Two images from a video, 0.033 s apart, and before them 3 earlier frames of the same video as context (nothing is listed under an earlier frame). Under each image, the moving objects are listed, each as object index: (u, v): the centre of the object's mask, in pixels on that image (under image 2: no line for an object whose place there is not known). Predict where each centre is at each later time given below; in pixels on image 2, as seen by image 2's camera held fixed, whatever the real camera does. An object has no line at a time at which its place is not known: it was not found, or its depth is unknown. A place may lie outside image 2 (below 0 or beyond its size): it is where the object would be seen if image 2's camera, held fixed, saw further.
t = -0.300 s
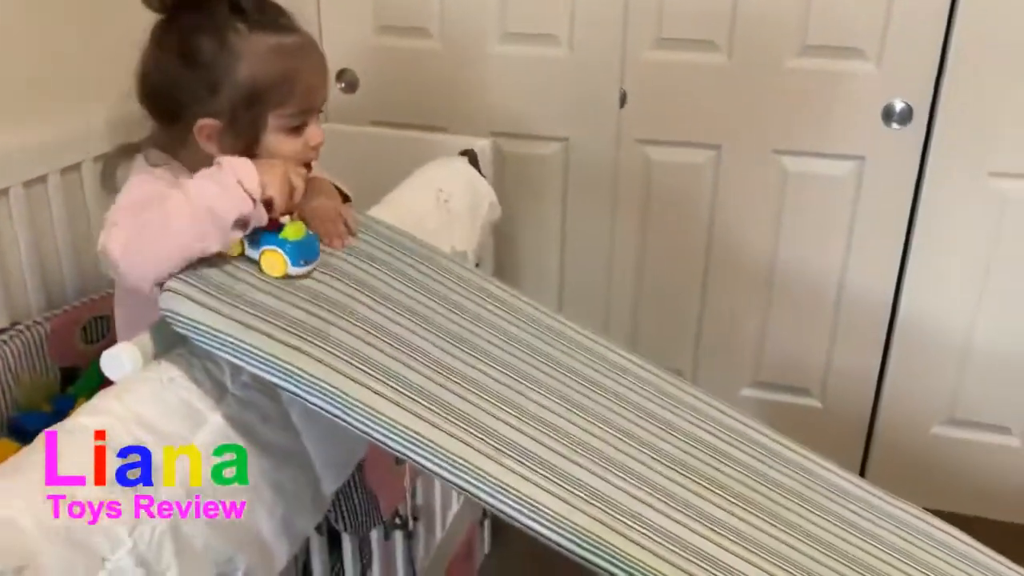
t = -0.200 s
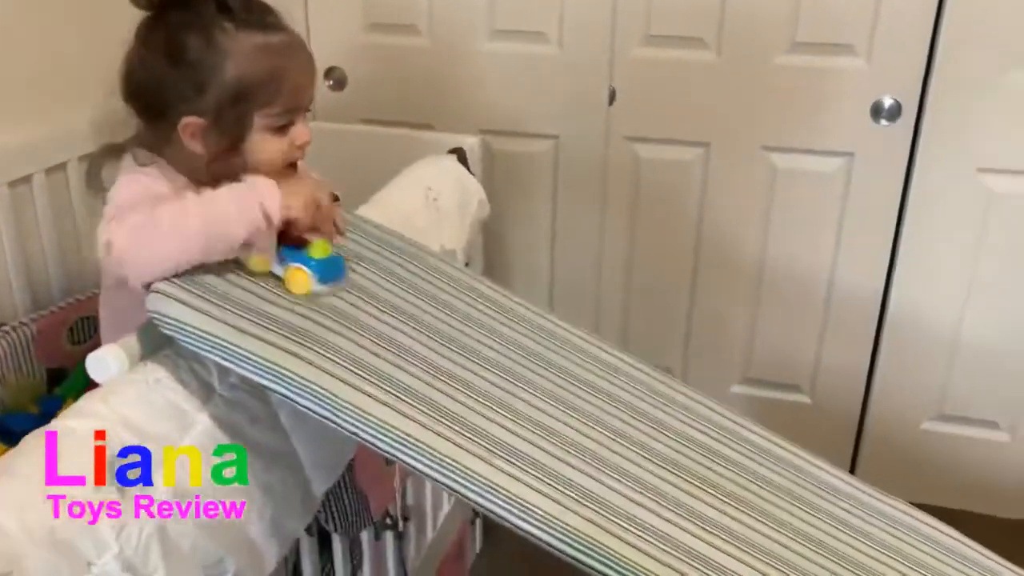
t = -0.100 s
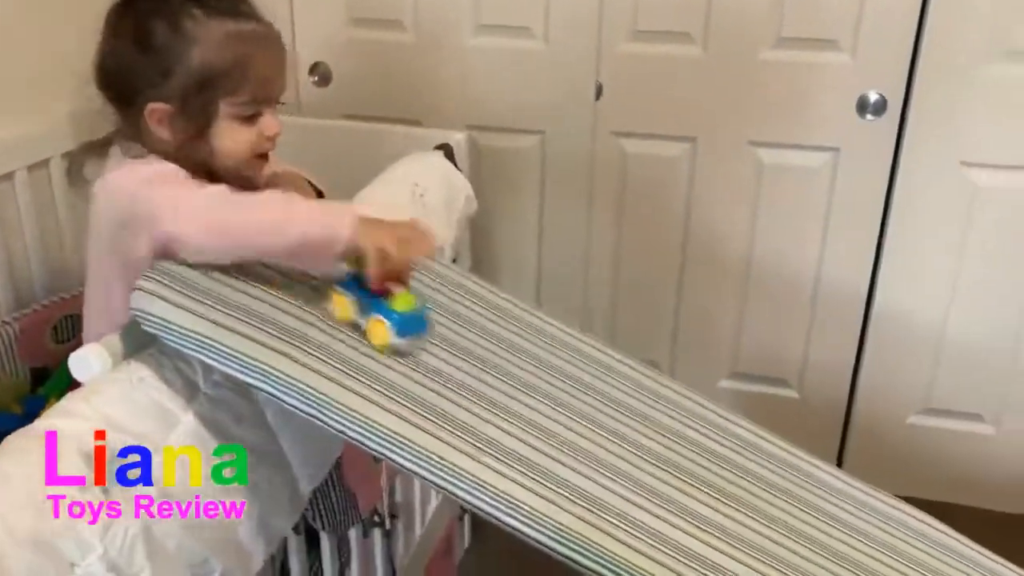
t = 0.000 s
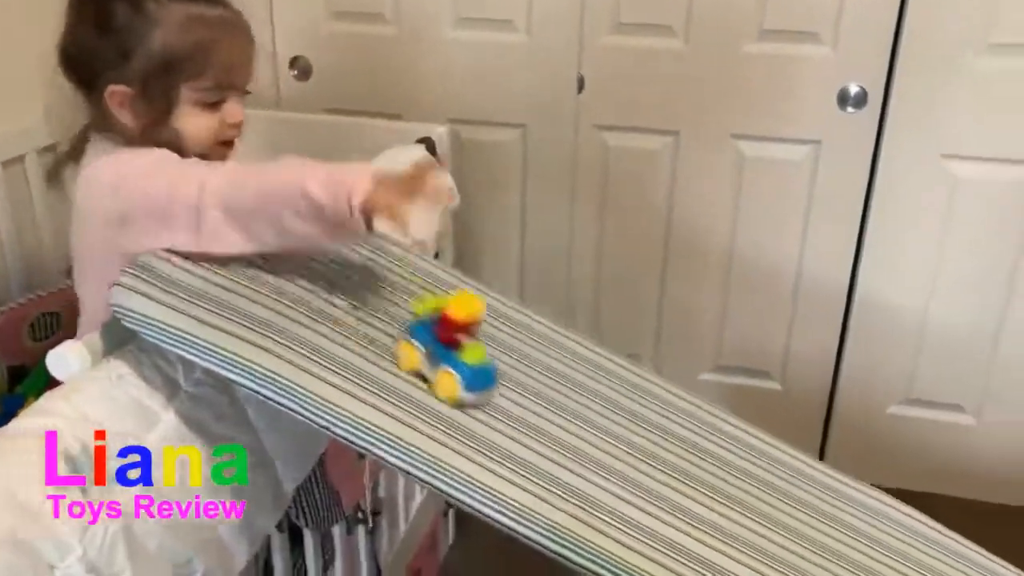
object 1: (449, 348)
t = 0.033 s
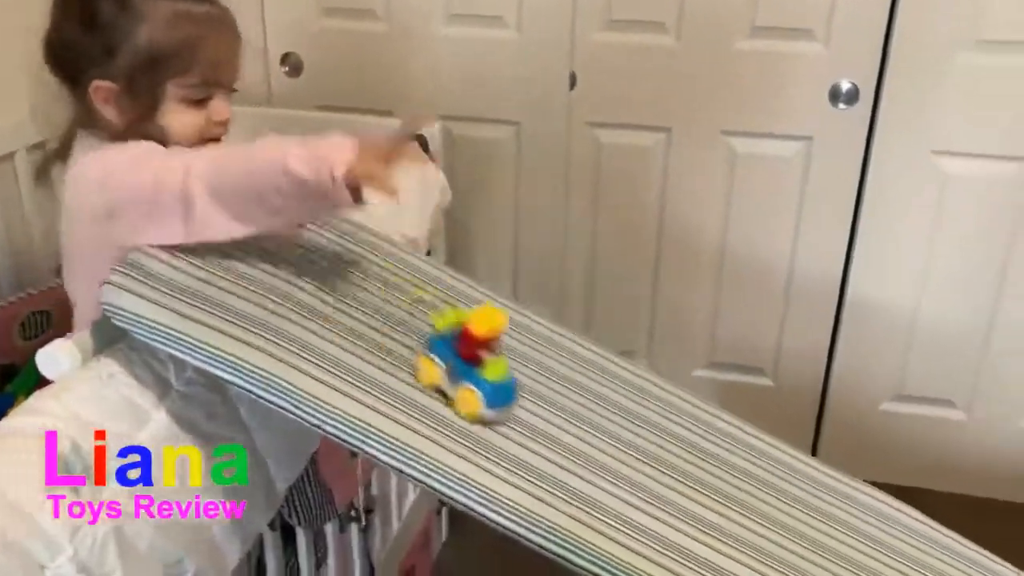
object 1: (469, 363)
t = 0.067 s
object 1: (497, 382)
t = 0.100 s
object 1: (523, 401)
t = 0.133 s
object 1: (549, 421)
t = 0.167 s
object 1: (572, 440)
